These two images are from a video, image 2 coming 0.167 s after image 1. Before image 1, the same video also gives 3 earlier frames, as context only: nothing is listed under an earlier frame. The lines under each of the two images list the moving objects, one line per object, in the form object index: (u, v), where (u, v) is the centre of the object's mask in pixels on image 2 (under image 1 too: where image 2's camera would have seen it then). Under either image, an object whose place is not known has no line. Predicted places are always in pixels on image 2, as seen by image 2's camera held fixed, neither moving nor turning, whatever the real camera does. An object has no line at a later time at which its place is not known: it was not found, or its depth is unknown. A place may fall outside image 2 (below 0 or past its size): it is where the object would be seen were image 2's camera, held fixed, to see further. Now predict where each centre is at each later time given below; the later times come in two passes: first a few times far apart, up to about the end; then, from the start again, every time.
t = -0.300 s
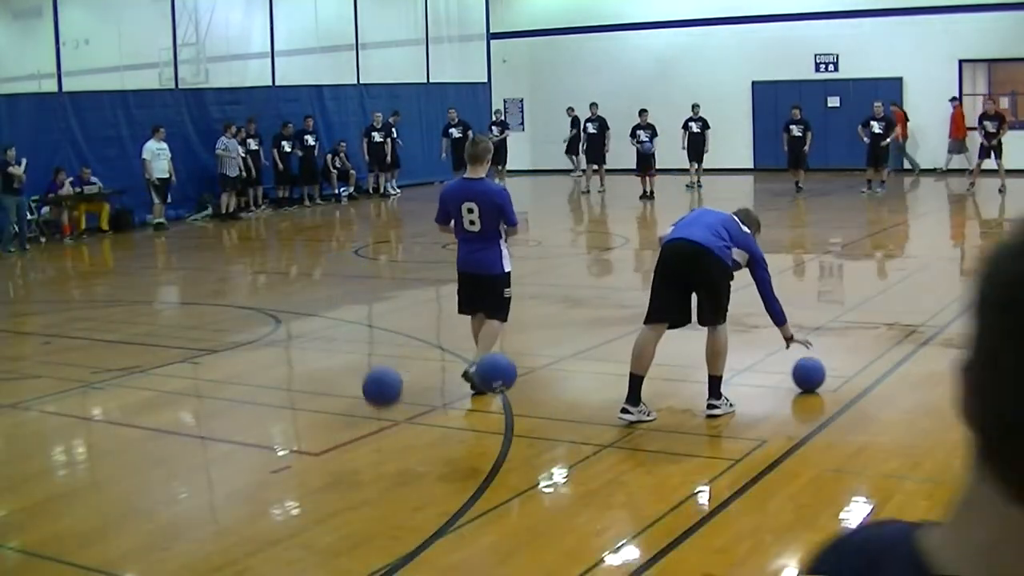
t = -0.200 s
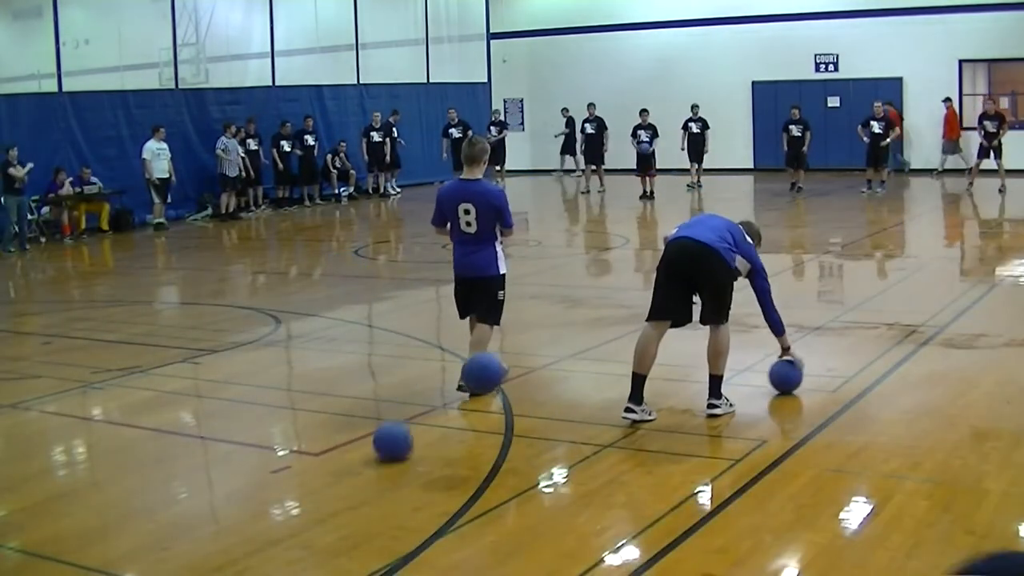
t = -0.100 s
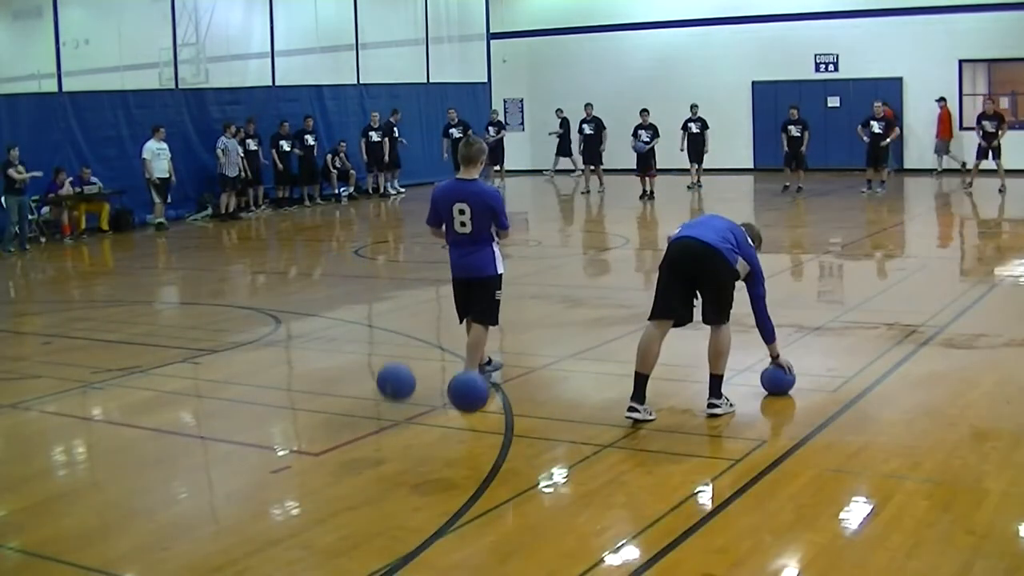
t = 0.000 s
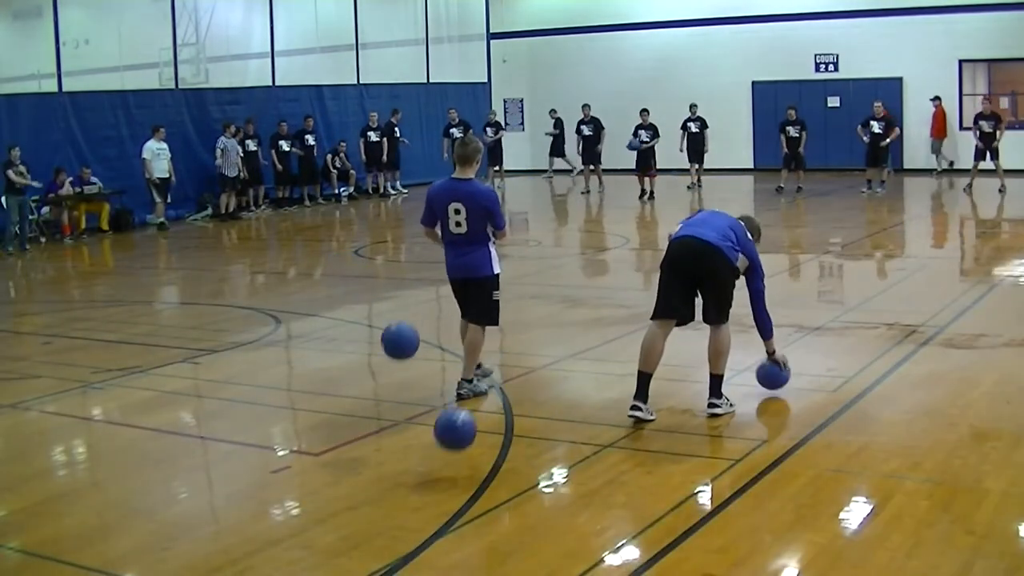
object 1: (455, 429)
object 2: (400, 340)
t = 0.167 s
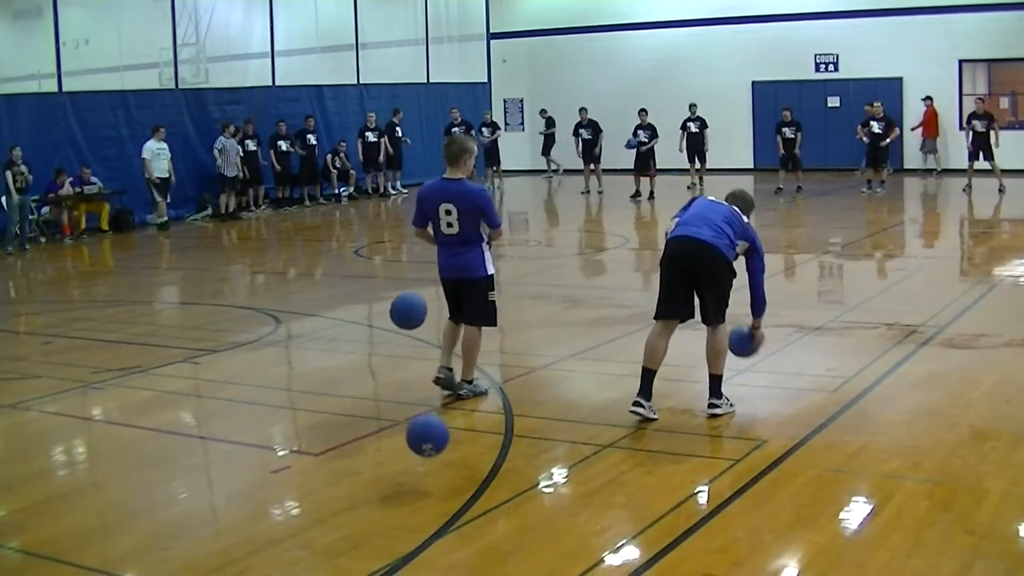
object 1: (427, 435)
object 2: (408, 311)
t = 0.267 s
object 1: (408, 425)
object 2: (414, 315)
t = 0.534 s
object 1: (362, 492)
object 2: (428, 354)
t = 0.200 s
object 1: (421, 429)
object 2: (410, 310)
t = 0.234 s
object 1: (414, 426)
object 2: (412, 311)
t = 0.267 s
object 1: (408, 425)
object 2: (414, 315)
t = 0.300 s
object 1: (402, 425)
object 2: (416, 320)
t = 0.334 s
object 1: (397, 427)
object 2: (418, 326)
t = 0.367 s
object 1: (390, 433)
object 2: (421, 335)
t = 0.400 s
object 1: (385, 439)
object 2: (423, 344)
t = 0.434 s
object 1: (379, 449)
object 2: (424, 351)
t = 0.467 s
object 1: (373, 461)
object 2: (425, 351)
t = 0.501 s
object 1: (368, 475)
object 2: (426, 352)
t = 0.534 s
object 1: (362, 492)
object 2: (428, 354)
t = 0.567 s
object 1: (355, 489)
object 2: (430, 360)
